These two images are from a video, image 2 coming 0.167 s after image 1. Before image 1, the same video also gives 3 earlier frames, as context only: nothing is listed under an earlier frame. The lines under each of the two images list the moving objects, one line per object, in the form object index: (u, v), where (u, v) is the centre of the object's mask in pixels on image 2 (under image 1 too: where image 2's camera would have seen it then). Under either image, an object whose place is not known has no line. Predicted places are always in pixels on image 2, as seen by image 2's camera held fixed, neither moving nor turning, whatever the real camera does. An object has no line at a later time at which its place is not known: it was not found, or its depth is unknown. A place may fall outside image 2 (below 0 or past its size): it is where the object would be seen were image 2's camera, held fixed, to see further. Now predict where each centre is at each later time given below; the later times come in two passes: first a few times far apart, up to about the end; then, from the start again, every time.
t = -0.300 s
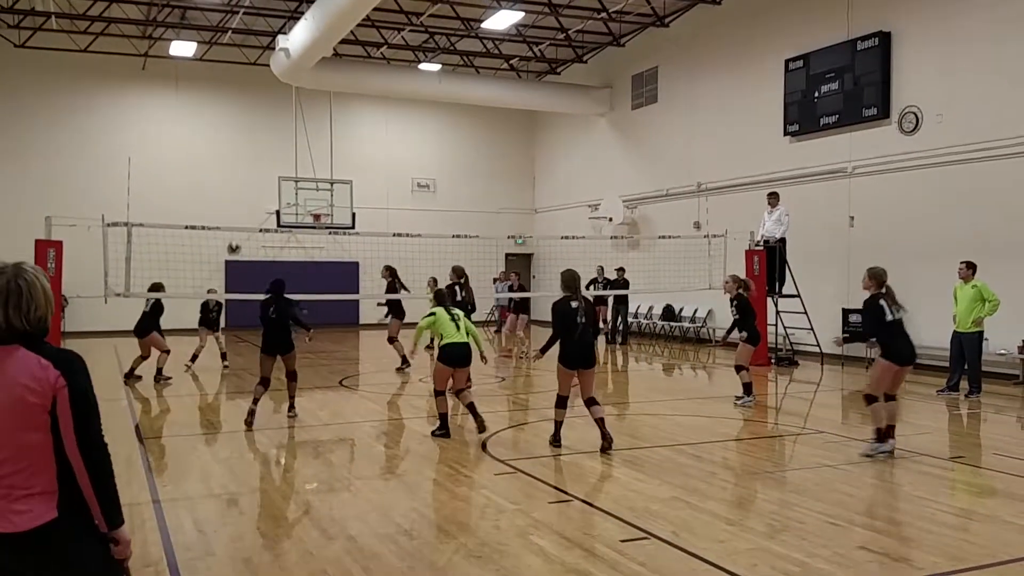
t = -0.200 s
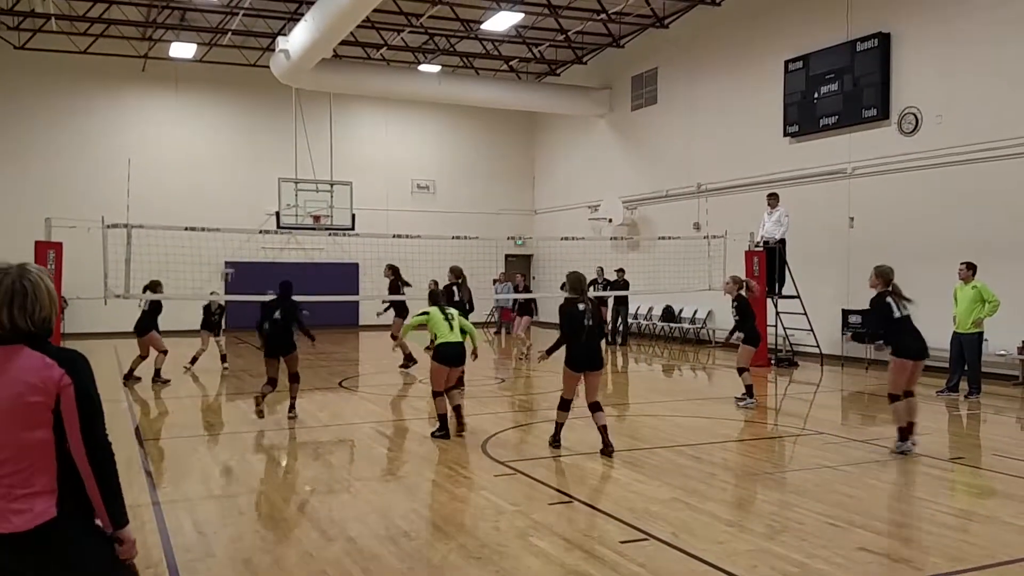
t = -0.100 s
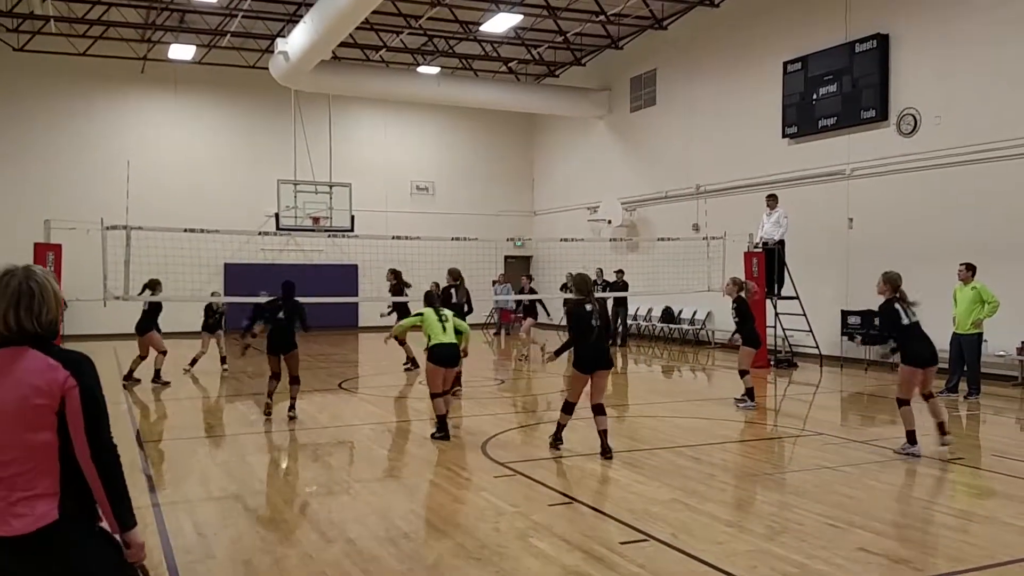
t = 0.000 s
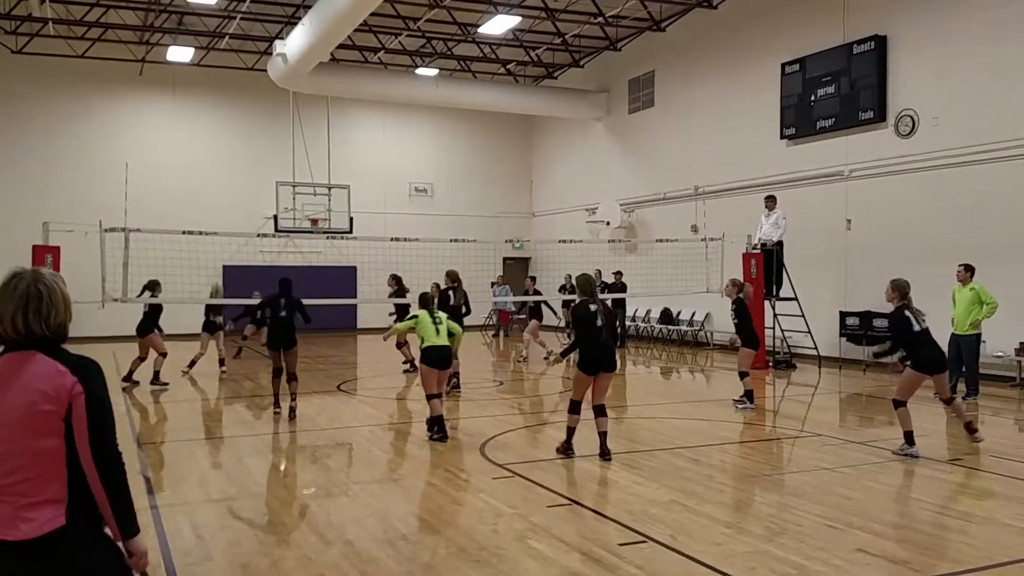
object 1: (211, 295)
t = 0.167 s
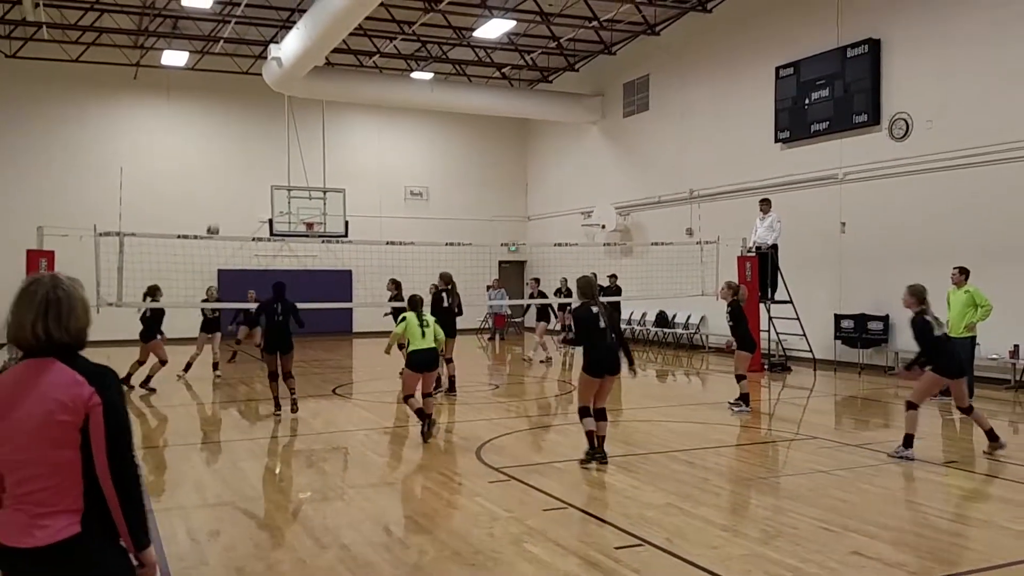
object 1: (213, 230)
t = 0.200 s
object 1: (213, 220)
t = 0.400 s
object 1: (214, 169)
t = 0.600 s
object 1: (217, 139)
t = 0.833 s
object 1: (220, 137)
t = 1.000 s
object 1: (223, 157)
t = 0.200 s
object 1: (213, 220)
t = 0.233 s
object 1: (213, 210)
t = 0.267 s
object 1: (213, 200)
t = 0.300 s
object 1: (214, 191)
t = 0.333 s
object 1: (214, 184)
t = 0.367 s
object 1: (214, 176)
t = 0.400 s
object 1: (214, 169)
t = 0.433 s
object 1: (215, 162)
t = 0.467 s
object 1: (215, 156)
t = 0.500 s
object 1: (216, 151)
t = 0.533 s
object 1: (216, 147)
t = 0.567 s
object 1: (216, 143)
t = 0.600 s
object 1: (217, 139)
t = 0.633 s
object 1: (218, 137)
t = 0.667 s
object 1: (217, 135)
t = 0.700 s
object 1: (218, 135)
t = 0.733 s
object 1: (218, 134)
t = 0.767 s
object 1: (219, 134)
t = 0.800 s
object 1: (220, 136)
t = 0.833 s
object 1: (220, 137)
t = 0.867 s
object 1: (221, 140)
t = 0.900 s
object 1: (221, 144)
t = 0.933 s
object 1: (222, 148)
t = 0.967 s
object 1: (222, 152)
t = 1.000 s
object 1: (223, 157)
